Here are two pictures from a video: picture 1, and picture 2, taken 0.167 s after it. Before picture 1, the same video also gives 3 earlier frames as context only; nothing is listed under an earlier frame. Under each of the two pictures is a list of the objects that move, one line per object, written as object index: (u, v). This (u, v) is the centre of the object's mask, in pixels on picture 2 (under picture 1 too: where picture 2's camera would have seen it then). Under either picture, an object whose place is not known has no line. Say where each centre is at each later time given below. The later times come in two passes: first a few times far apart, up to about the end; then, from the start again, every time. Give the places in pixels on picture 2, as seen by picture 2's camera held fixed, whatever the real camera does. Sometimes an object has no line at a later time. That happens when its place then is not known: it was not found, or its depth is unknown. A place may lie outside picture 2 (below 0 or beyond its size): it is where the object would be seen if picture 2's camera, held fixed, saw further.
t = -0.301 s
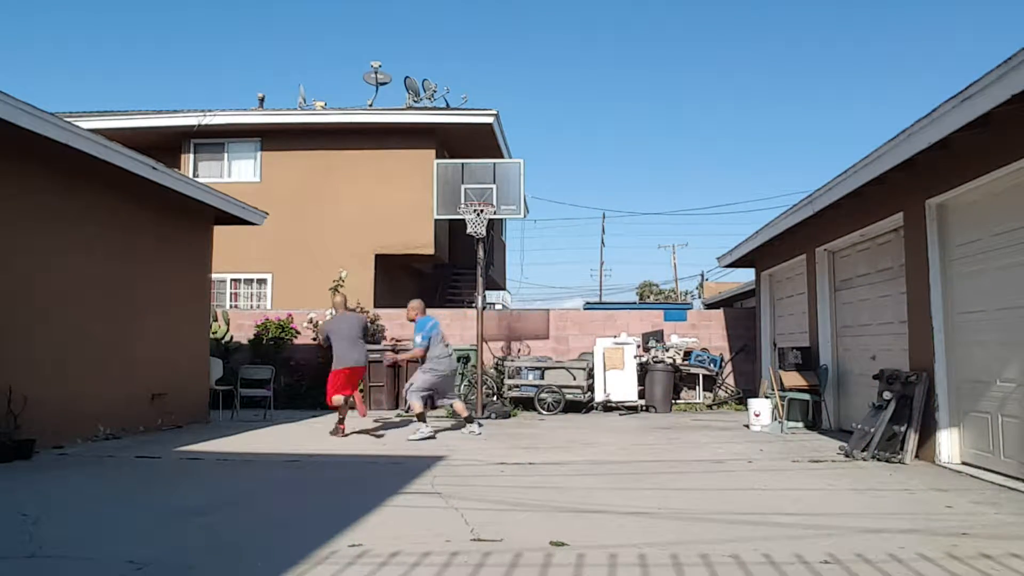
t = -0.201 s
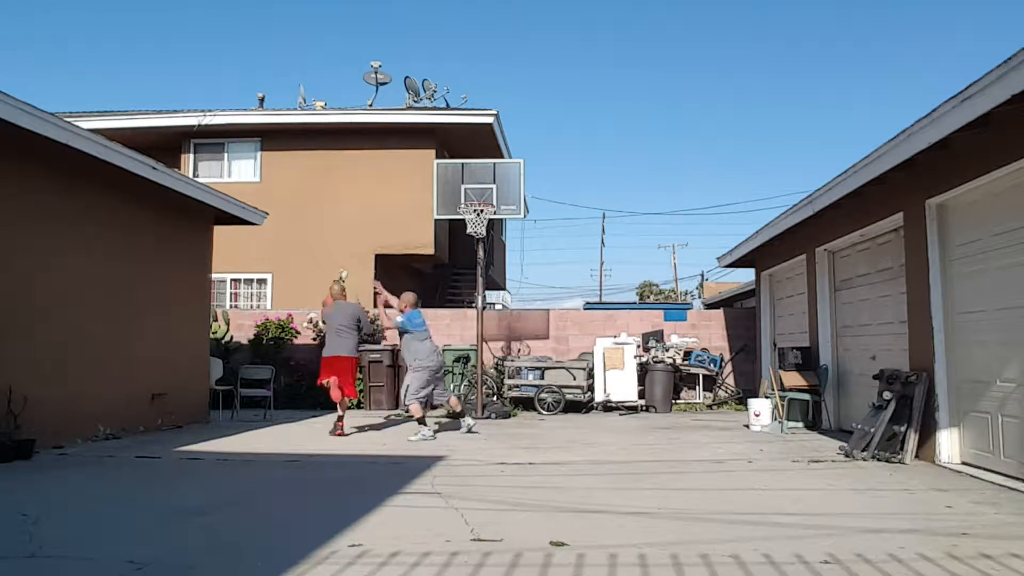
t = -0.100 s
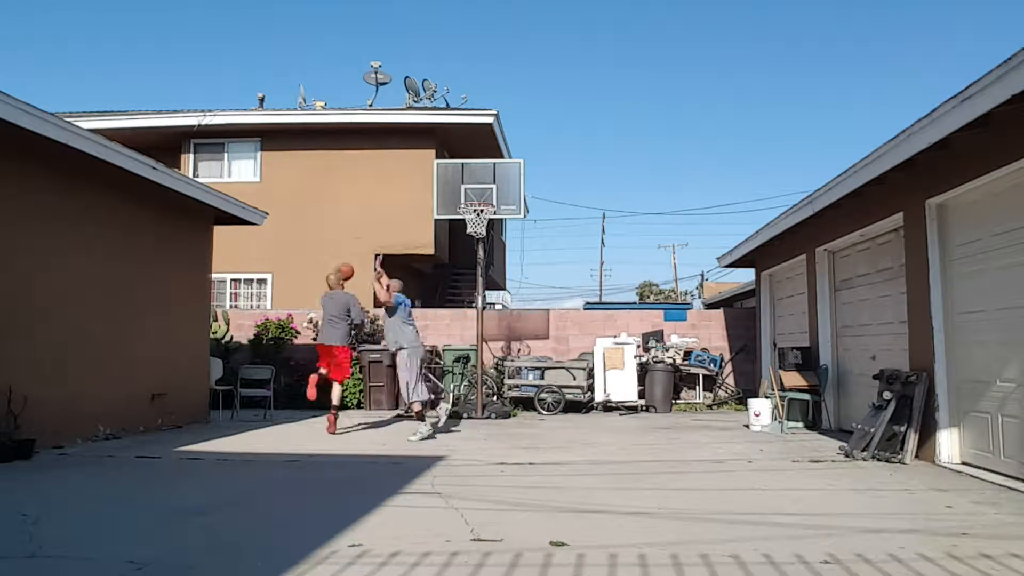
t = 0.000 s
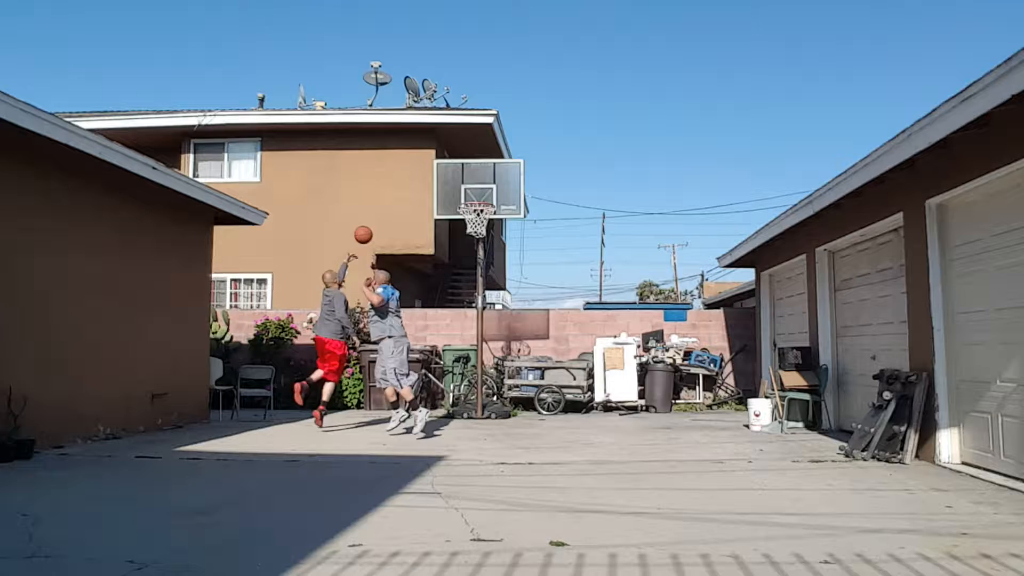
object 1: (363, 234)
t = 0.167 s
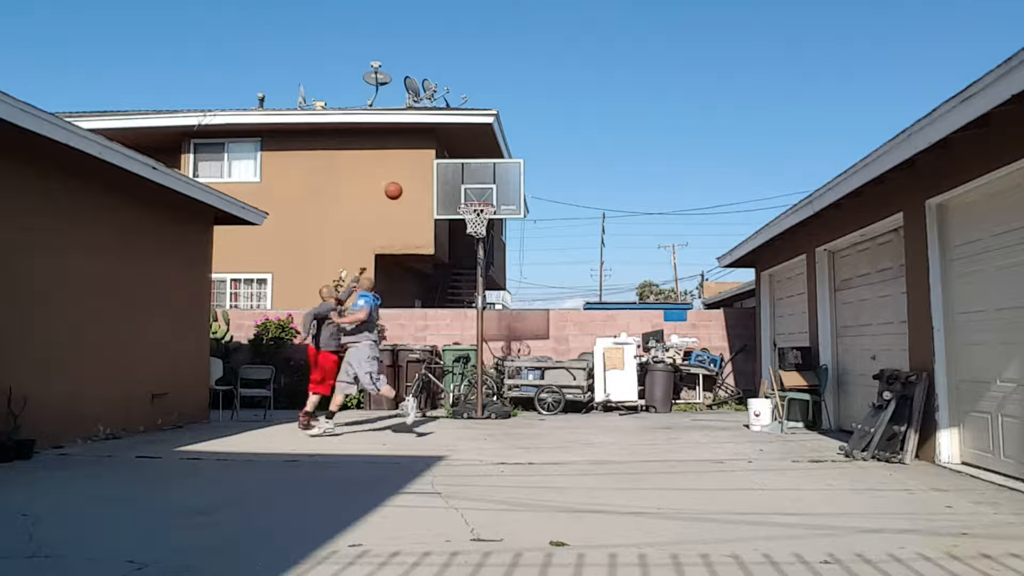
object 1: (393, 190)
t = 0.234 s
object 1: (404, 179)
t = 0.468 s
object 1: (443, 164)
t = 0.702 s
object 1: (467, 173)
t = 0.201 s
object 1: (399, 184)
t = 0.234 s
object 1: (404, 179)
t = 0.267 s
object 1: (410, 175)
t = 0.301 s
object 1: (416, 171)
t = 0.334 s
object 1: (421, 168)
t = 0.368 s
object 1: (427, 166)
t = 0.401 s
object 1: (432, 165)
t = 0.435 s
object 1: (437, 164)
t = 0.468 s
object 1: (443, 164)
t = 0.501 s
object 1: (447, 165)
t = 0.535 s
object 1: (450, 164)
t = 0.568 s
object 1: (453, 164)
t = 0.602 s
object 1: (457, 165)
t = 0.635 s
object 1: (460, 167)
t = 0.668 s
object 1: (464, 170)
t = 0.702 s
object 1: (467, 173)
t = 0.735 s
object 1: (470, 177)
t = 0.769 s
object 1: (474, 182)
